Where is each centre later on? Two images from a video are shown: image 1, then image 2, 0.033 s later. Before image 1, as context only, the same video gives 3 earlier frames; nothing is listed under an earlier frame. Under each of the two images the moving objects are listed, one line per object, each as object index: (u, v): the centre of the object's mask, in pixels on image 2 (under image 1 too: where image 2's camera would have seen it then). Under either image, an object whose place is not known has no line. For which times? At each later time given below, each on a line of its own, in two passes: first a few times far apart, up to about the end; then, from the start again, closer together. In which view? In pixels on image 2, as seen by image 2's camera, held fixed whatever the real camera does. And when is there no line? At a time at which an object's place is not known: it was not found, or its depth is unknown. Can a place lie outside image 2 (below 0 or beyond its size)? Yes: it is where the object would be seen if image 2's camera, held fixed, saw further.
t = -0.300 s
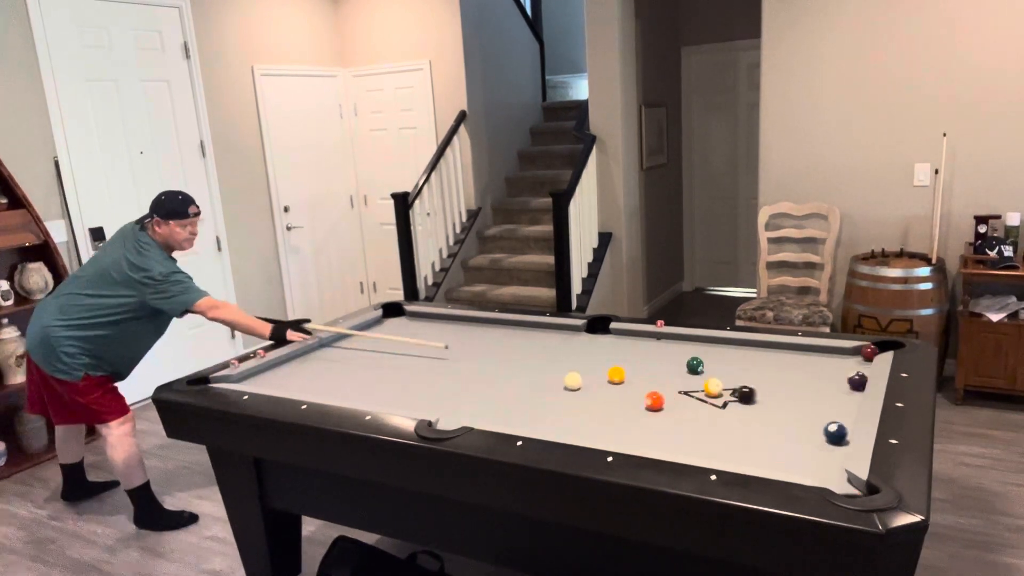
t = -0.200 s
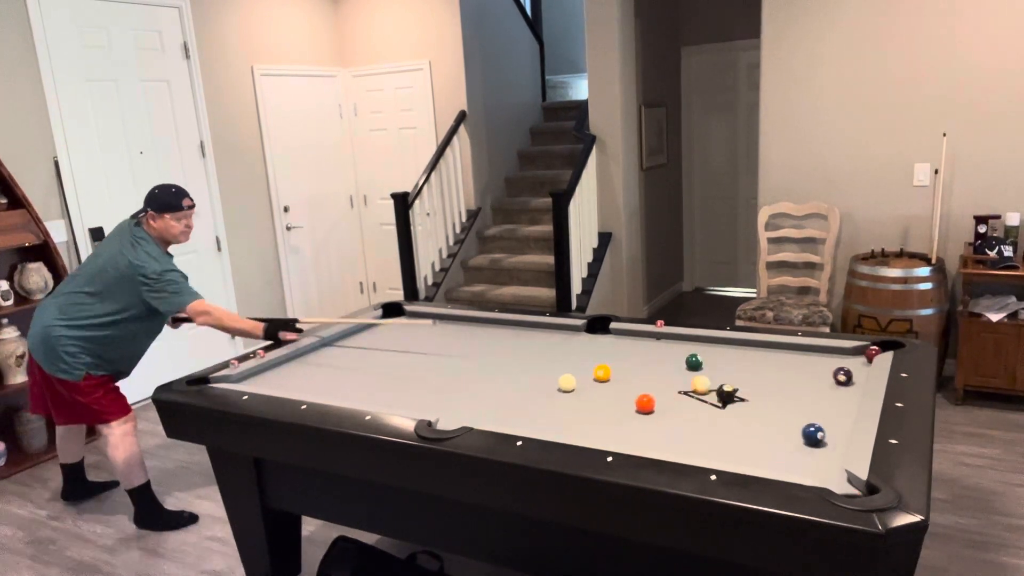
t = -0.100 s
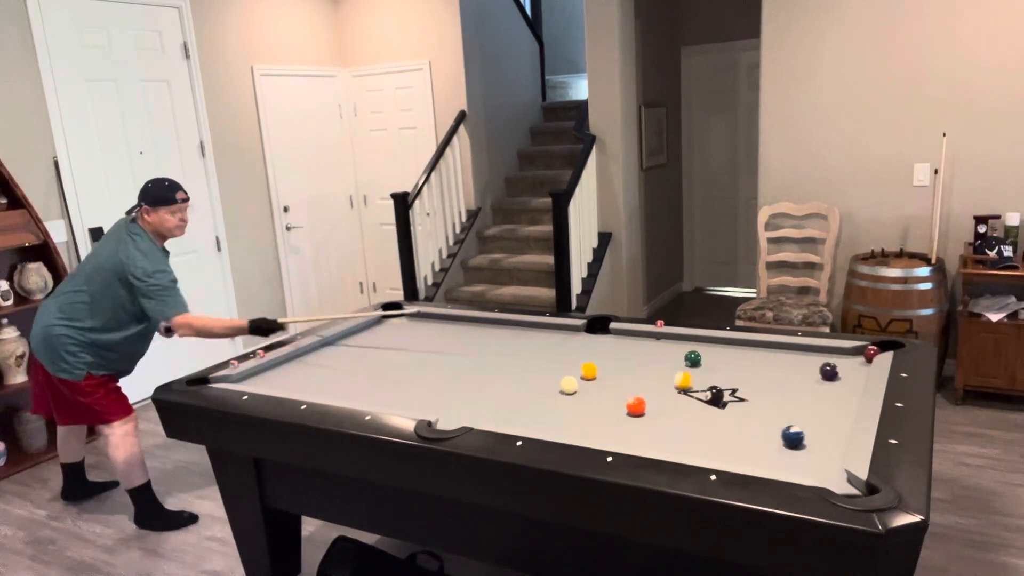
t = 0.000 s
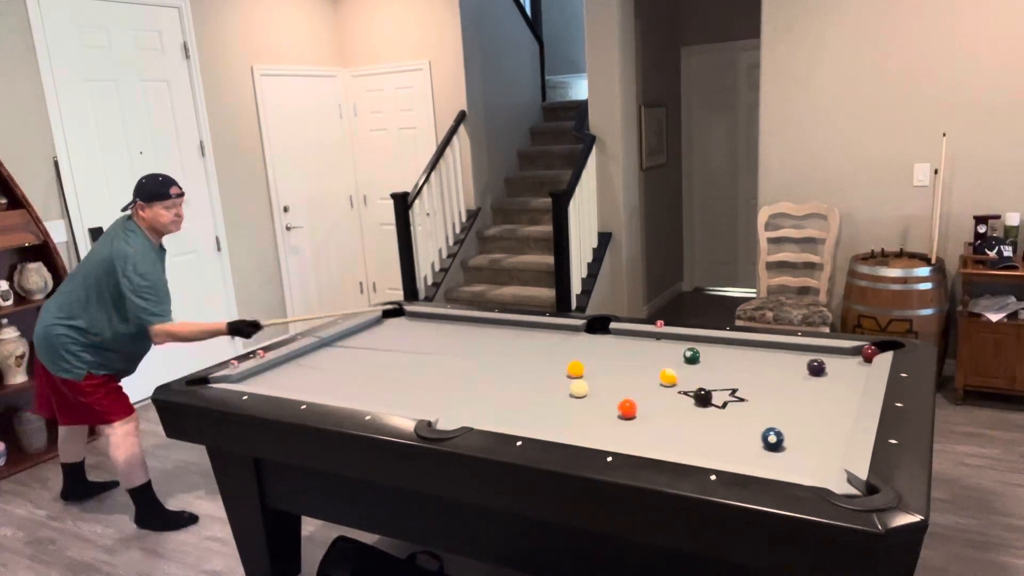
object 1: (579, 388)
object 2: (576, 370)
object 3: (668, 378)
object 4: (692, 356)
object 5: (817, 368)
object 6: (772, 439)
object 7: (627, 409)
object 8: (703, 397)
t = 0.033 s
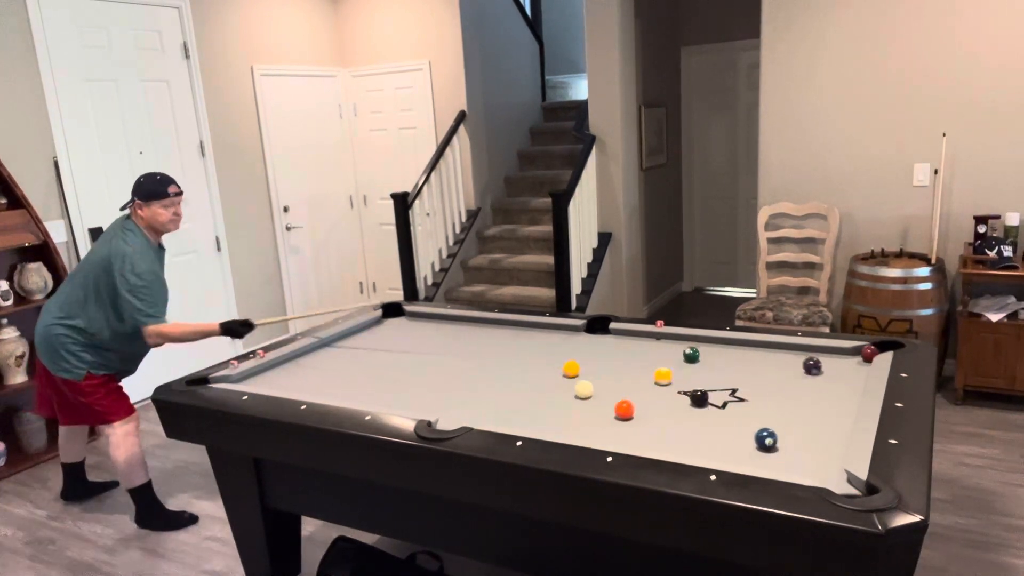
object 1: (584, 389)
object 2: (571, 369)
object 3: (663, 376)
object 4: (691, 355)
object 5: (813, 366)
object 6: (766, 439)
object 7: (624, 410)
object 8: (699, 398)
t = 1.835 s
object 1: (710, 448)
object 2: (405, 347)
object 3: (482, 333)
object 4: (643, 348)
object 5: (670, 349)
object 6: (586, 415)
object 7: (546, 417)
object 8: (798, 398)
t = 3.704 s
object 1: (741, 454)
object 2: (350, 340)
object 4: (590, 353)
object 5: (654, 351)
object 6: (550, 388)
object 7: (546, 408)
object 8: (847, 393)
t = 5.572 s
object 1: (740, 455)
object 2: (365, 342)
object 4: (588, 353)
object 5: (654, 351)
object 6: (547, 385)
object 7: (546, 408)
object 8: (847, 393)
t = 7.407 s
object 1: (740, 454)
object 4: (588, 353)
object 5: (654, 351)
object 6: (547, 385)
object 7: (546, 408)
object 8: (847, 393)
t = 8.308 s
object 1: (740, 454)
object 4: (588, 353)
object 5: (654, 351)
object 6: (547, 385)
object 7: (546, 408)
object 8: (847, 393)
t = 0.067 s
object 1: (590, 390)
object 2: (567, 369)
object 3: (658, 376)
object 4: (691, 354)
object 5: (808, 365)
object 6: (759, 441)
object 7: (621, 411)
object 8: (695, 398)
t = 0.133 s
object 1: (604, 394)
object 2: (559, 368)
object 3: (649, 373)
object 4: (691, 351)
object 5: (801, 362)
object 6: (746, 442)
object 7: (616, 412)
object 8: (688, 399)
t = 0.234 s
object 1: (627, 398)
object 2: (547, 366)
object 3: (635, 369)
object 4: (690, 349)
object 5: (789, 358)
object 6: (727, 444)
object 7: (607, 415)
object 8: (676, 401)
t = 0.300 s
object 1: (643, 402)
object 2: (540, 365)
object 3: (626, 368)
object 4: (689, 348)
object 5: (782, 356)
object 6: (714, 445)
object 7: (601, 417)
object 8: (670, 402)
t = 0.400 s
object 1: (646, 409)
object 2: (528, 364)
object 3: (614, 365)
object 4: (688, 345)
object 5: (772, 353)
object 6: (695, 447)
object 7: (593, 420)
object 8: (680, 401)
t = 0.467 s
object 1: (648, 414)
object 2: (521, 363)
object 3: (605, 363)
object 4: (688, 343)
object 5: (766, 350)
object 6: (682, 446)
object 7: (587, 421)
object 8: (688, 401)
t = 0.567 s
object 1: (649, 421)
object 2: (510, 361)
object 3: (594, 360)
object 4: (687, 340)
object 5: (756, 346)
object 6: (664, 446)
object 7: (580, 423)
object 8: (698, 401)
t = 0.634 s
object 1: (650, 426)
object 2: (503, 360)
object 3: (586, 359)
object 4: (687, 339)
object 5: (750, 345)
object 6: (655, 445)
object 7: (574, 425)
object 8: (703, 401)
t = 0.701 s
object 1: (652, 429)
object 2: (497, 360)
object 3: (579, 357)
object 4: (685, 339)
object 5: (743, 344)
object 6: (649, 443)
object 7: (568, 427)
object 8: (710, 400)
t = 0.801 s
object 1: (656, 436)
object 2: (487, 358)
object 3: (568, 355)
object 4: (682, 340)
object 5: (733, 345)
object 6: (636, 442)
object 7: (560, 427)
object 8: (719, 400)
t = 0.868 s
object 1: (661, 436)
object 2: (481, 358)
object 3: (561, 353)
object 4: (680, 341)
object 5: (728, 345)
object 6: (631, 441)
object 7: (555, 428)
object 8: (725, 400)
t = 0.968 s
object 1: (667, 438)
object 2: (472, 356)
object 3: (551, 350)
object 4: (677, 342)
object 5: (719, 346)
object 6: (625, 438)
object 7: (549, 428)
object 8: (734, 400)
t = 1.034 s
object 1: (671, 439)
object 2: (466, 355)
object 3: (545, 349)
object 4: (675, 343)
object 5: (713, 346)
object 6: (621, 437)
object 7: (548, 427)
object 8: (739, 399)
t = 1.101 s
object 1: (675, 440)
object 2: (460, 354)
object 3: (539, 347)
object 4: (674, 344)
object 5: (707, 347)
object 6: (617, 435)
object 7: (548, 427)
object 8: (745, 399)
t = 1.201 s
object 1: (680, 441)
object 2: (452, 353)
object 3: (530, 346)
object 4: (671, 344)
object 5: (698, 347)
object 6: (612, 433)
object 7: (548, 425)
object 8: (753, 399)
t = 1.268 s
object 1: (684, 442)
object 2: (446, 353)
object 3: (524, 344)
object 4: (670, 345)
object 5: (692, 347)
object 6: (609, 431)
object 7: (548, 425)
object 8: (758, 399)
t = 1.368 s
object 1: (689, 443)
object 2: (438, 352)
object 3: (516, 342)
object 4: (667, 346)
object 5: (684, 347)
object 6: (604, 428)
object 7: (547, 424)
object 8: (766, 399)
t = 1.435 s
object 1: (692, 444)
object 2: (433, 351)
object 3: (511, 341)
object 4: (664, 346)
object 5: (682, 348)
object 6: (602, 426)
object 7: (547, 423)
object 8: (771, 399)
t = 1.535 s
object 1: (697, 445)
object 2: (426, 350)
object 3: (503, 340)
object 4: (659, 347)
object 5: (679, 348)
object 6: (597, 423)
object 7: (547, 421)
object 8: (778, 398)
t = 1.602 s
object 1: (700, 446)
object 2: (421, 349)
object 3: (498, 338)
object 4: (655, 347)
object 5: (677, 348)
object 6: (595, 421)
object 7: (547, 420)
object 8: (783, 398)
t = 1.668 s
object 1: (703, 447)
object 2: (417, 349)
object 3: (493, 336)
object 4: (651, 348)
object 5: (675, 349)
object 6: (592, 419)
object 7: (547, 419)
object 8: (787, 398)
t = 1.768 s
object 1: (707, 448)
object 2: (409, 347)
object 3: (486, 335)
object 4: (646, 348)
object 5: (672, 349)
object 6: (589, 417)
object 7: (546, 417)
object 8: (794, 398)
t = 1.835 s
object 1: (710, 448)
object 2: (405, 347)
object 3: (482, 333)
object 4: (643, 348)
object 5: (670, 349)
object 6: (586, 415)
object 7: (546, 417)
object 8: (798, 398)
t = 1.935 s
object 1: (714, 449)
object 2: (399, 346)
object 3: (475, 332)
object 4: (638, 349)
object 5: (668, 350)
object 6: (583, 413)
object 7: (546, 415)
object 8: (805, 398)
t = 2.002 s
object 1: (717, 450)
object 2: (395, 346)
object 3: (471, 331)
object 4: (635, 349)
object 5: (667, 350)
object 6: (581, 411)
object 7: (546, 415)
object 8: (809, 398)
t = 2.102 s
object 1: (720, 450)
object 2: (388, 345)
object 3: (465, 329)
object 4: (631, 349)
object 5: (664, 350)
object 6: (578, 409)
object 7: (546, 413)
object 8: (815, 397)
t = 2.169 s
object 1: (722, 451)
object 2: (384, 344)
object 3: (460, 329)
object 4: (628, 350)
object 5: (663, 350)
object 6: (576, 408)
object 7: (546, 413)
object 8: (818, 397)
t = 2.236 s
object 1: (725, 451)
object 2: (380, 344)
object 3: (457, 327)
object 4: (625, 350)
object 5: (662, 351)
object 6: (574, 406)
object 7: (546, 412)
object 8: (822, 397)
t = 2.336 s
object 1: (727, 452)
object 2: (374, 343)
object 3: (451, 326)
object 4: (621, 350)
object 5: (660, 351)
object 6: (571, 405)
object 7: (546, 412)
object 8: (827, 397)
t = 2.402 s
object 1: (729, 452)
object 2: (370, 342)
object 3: (447, 325)
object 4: (619, 350)
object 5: (659, 351)
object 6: (570, 403)
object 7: (546, 411)
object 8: (830, 397)
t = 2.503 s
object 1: (732, 453)
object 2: (365, 342)
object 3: (441, 324)
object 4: (615, 351)
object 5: (658, 351)
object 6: (567, 402)
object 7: (546, 411)
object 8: (835, 397)
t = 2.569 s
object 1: (733, 453)
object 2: (362, 341)
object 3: (438, 323)
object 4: (613, 351)
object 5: (657, 351)
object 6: (566, 401)
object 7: (546, 410)
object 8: (838, 397)
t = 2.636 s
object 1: (734, 453)
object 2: (358, 341)
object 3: (435, 322)
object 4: (611, 351)
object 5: (656, 351)
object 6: (565, 400)
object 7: (546, 410)
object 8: (841, 397)
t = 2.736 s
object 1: (736, 454)
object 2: (353, 340)
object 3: (430, 321)
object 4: (608, 351)
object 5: (655, 351)
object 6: (563, 398)
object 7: (546, 409)
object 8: (845, 396)
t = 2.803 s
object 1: (738, 454)
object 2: (351, 340)
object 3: (427, 320)
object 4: (606, 351)
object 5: (655, 351)
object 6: (562, 397)
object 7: (546, 409)
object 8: (847, 396)
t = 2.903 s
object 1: (739, 454)
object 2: (346, 339)
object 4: (604, 352)
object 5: (654, 351)
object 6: (560, 396)
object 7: (546, 409)
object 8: (850, 396)
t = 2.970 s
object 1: (740, 455)
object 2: (343, 339)
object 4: (602, 352)
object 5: (654, 351)
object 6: (559, 395)
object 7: (546, 409)
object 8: (852, 396)
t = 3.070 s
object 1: (740, 454)
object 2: (338, 338)
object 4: (600, 352)
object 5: (654, 351)
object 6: (557, 394)
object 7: (546, 408)
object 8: (852, 395)
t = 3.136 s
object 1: (741, 455)
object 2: (336, 338)
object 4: (598, 352)
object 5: (654, 351)
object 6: (556, 393)
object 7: (546, 408)
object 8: (851, 395)
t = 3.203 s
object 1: (741, 454)
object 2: (338, 338)
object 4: (597, 352)
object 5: (654, 351)
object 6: (555, 392)
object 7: (546, 408)
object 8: (850, 395)
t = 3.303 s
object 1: (741, 454)
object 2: (341, 338)
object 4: (595, 352)
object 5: (654, 351)
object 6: (554, 391)
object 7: (546, 408)
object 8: (849, 394)
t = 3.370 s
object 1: (741, 454)
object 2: (342, 338)
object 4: (594, 352)
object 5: (654, 351)
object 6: (553, 391)
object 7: (546, 408)
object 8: (849, 394)
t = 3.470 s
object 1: (741, 454)
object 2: (344, 339)
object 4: (592, 353)
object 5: (654, 351)
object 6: (552, 390)
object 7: (546, 408)
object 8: (848, 394)
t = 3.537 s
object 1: (741, 454)
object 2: (346, 339)
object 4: (591, 353)
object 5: (654, 351)
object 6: (551, 389)
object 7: (546, 408)
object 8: (847, 394)
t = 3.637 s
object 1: (740, 454)
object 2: (348, 339)
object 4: (590, 352)
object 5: (654, 351)
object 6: (550, 389)
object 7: (546, 408)
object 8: (847, 394)
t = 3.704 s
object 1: (741, 454)
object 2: (350, 340)
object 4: (590, 353)
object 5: (654, 351)
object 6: (550, 388)
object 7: (546, 408)
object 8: (847, 393)
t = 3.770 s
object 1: (740, 454)
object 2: (351, 340)
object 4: (589, 352)
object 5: (654, 351)
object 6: (549, 388)
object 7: (546, 408)
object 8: (847, 393)
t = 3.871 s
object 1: (740, 454)
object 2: (353, 341)
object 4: (589, 352)
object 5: (654, 351)
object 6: (549, 387)
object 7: (546, 408)
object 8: (847, 393)
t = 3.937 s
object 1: (740, 454)
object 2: (354, 341)
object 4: (588, 353)
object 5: (654, 351)
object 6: (548, 387)
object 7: (546, 408)
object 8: (847, 393)
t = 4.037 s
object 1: (740, 454)
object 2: (356, 341)
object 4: (588, 352)
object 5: (654, 351)
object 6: (548, 386)
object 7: (546, 408)
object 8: (847, 393)
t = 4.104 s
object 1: (740, 454)
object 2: (357, 341)
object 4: (588, 353)
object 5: (654, 351)
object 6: (548, 386)
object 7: (546, 408)
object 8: (847, 393)
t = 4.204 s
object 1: (740, 455)
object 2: (358, 341)
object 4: (588, 352)
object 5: (654, 351)
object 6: (547, 386)
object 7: (546, 408)
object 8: (847, 393)
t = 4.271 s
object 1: (740, 455)
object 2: (359, 341)
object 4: (588, 353)
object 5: (654, 351)
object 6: (547, 385)
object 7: (546, 408)
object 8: (847, 393)
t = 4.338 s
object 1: (740, 454)
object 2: (360, 341)
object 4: (588, 353)
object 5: (654, 351)
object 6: (547, 385)
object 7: (546, 408)
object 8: (847, 393)
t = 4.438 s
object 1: (740, 455)
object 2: (361, 342)
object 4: (588, 353)
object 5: (654, 351)
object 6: (547, 385)
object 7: (546, 408)
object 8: (847, 393)
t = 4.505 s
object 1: (740, 454)
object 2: (361, 342)
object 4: (588, 353)
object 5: (654, 351)
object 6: (547, 385)
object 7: (546, 408)
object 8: (847, 393)
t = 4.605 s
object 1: (740, 454)
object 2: (362, 342)
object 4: (588, 353)
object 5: (654, 351)
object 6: (547, 385)
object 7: (546, 408)
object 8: (847, 393)
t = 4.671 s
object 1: (741, 454)
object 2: (362, 342)
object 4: (588, 353)
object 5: (654, 351)
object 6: (547, 385)
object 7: (546, 408)
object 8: (847, 393)
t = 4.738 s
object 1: (741, 454)
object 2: (363, 342)
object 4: (588, 353)
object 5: (654, 351)
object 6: (547, 385)
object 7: (546, 408)
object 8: (847, 393)
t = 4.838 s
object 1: (741, 454)
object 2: (364, 342)
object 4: (588, 353)
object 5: (654, 351)
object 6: (547, 385)
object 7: (546, 408)
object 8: (847, 393)
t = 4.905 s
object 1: (741, 454)
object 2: (364, 342)
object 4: (588, 353)
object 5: (654, 351)
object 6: (547, 385)
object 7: (546, 408)
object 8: (847, 393)
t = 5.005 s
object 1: (741, 454)
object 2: (364, 342)
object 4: (588, 353)
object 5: (654, 351)
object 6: (547, 385)
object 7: (546, 408)
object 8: (847, 393)
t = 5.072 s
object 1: (741, 454)
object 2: (364, 342)
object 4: (588, 353)
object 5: (654, 351)
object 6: (547, 385)
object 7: (546, 408)
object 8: (847, 393)
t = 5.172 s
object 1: (741, 454)
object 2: (365, 342)
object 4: (588, 353)
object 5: (654, 351)
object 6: (547, 385)
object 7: (546, 408)
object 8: (847, 393)
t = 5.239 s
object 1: (741, 454)
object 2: (365, 342)
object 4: (588, 353)
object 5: (654, 351)
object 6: (547, 385)
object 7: (546, 408)
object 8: (847, 393)
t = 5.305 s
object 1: (740, 454)
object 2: (365, 342)
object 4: (588, 353)
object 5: (654, 351)
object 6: (547, 385)
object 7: (546, 408)
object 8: (847, 393)
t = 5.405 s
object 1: (740, 454)
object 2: (365, 342)
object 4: (588, 352)
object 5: (654, 351)
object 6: (547, 385)
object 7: (546, 408)
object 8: (847, 393)
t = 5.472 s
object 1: (741, 454)
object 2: (365, 342)
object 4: (588, 352)
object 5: (654, 351)
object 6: (547, 385)
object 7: (546, 408)
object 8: (847, 393)
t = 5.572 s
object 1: (740, 455)
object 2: (365, 342)
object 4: (588, 353)
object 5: (654, 351)
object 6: (547, 385)
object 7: (546, 408)
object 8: (847, 393)
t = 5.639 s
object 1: (740, 454)
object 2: (365, 342)
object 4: (588, 352)
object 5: (654, 351)
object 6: (547, 385)
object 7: (546, 408)
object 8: (847, 393)
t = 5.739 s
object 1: (740, 454)
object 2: (365, 342)
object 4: (588, 353)
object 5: (654, 351)
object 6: (547, 385)
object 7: (546, 408)
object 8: (847, 393)
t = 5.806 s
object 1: (740, 455)
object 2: (365, 342)
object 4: (588, 353)
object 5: (654, 351)
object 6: (547, 385)
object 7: (546, 408)
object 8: (847, 393)
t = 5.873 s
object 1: (740, 454)
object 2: (365, 342)
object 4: (588, 353)
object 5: (654, 351)
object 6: (547, 385)
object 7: (546, 408)
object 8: (847, 393)
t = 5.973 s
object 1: (740, 454)
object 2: (365, 342)
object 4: (588, 353)
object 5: (654, 351)
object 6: (547, 385)
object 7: (546, 408)
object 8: (847, 393)
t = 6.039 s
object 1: (740, 454)
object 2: (365, 342)
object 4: (588, 353)
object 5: (654, 351)
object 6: (547, 385)
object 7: (546, 408)
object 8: (847, 393)
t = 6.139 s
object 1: (740, 454)
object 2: (365, 342)
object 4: (588, 353)
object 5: (654, 351)
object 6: (547, 385)
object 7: (546, 408)
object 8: (847, 393)
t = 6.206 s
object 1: (741, 454)
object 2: (365, 342)
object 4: (588, 352)
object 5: (654, 351)
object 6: (547, 385)
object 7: (546, 408)
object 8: (847, 393)
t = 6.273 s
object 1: (741, 454)
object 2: (365, 342)
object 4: (588, 353)
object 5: (654, 351)
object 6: (547, 385)
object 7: (546, 408)
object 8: (847, 393)
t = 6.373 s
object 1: (741, 454)
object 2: (365, 342)
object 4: (588, 353)
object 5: (654, 351)
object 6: (547, 385)
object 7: (546, 408)
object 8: (847, 393)
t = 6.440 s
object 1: (741, 454)
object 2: (365, 342)
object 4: (588, 353)
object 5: (654, 351)
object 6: (547, 385)
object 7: (546, 408)
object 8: (847, 393)
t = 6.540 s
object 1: (741, 454)
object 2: (365, 342)
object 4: (588, 353)
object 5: (654, 351)
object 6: (547, 385)
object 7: (546, 408)
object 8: (847, 393)
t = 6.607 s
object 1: (741, 454)
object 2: (365, 342)
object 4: (588, 353)
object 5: (654, 351)
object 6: (547, 385)
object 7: (546, 408)
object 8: (847, 393)
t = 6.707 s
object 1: (741, 454)
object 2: (365, 342)
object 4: (588, 353)
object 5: (654, 351)
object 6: (547, 385)
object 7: (546, 408)
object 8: (847, 393)
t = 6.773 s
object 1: (741, 454)
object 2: (365, 342)
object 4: (588, 353)
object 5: (654, 351)
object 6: (547, 385)
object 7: (546, 408)
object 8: (847, 393)
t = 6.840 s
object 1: (741, 454)
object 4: (588, 353)
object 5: (654, 351)
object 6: (547, 385)
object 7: (546, 408)
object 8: (847, 393)
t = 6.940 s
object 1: (741, 454)
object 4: (588, 353)
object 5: (654, 351)
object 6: (547, 385)
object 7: (546, 408)
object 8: (847, 393)
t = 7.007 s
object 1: (741, 454)
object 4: (588, 353)
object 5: (654, 351)
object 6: (547, 385)
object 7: (546, 408)
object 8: (847, 393)
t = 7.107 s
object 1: (741, 454)
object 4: (588, 352)
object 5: (654, 351)
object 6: (547, 385)
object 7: (546, 408)
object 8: (847, 393)
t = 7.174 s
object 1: (741, 454)
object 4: (588, 352)
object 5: (654, 351)
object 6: (547, 385)
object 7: (546, 408)
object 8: (847, 393)
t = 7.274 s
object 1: (740, 454)
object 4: (588, 352)
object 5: (654, 351)
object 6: (547, 385)
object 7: (546, 408)
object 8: (847, 393)
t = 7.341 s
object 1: (740, 454)
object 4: (588, 353)
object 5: (654, 351)
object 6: (547, 385)
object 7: (546, 408)
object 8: (847, 393)
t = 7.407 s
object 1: (740, 454)
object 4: (588, 353)
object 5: (654, 351)
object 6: (547, 385)
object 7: (546, 408)
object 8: (847, 393)
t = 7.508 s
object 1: (740, 454)
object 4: (588, 352)
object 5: (654, 351)
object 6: (547, 385)
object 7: (546, 408)
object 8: (847, 393)
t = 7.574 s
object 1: (740, 454)
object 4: (588, 353)
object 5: (654, 351)
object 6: (547, 385)
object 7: (546, 408)
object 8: (847, 393)
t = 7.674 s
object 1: (740, 454)
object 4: (588, 353)
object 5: (654, 351)
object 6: (547, 385)
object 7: (546, 408)
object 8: (847, 393)
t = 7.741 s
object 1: (740, 454)
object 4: (588, 353)
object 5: (654, 351)
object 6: (547, 385)
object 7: (546, 408)
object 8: (847, 393)
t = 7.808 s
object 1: (740, 454)
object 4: (588, 352)
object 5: (654, 351)
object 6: (547, 385)
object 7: (546, 408)
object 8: (847, 393)
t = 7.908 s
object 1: (741, 454)
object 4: (588, 352)
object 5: (654, 351)
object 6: (547, 385)
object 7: (546, 408)
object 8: (847, 393)
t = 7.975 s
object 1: (741, 454)
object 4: (588, 352)
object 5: (654, 351)
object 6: (547, 385)
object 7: (546, 408)
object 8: (847, 393)
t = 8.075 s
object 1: (741, 454)
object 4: (588, 352)
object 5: (654, 351)
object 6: (547, 385)
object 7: (546, 408)
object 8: (847, 393)
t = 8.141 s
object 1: (740, 454)
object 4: (588, 353)
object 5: (654, 351)
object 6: (547, 385)
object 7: (546, 408)
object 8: (847, 393)
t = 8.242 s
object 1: (740, 454)
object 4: (588, 353)
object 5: (654, 351)
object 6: (547, 385)
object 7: (546, 408)
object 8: (847, 393)
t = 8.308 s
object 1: (740, 454)
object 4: (588, 353)
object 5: (654, 351)
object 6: (547, 385)
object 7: (546, 408)
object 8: (847, 393)
